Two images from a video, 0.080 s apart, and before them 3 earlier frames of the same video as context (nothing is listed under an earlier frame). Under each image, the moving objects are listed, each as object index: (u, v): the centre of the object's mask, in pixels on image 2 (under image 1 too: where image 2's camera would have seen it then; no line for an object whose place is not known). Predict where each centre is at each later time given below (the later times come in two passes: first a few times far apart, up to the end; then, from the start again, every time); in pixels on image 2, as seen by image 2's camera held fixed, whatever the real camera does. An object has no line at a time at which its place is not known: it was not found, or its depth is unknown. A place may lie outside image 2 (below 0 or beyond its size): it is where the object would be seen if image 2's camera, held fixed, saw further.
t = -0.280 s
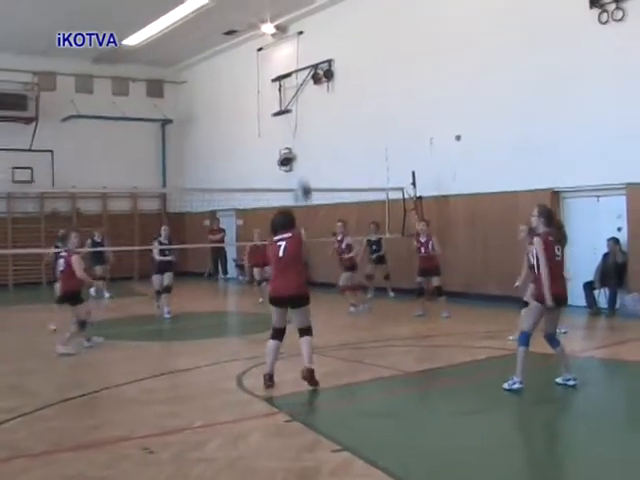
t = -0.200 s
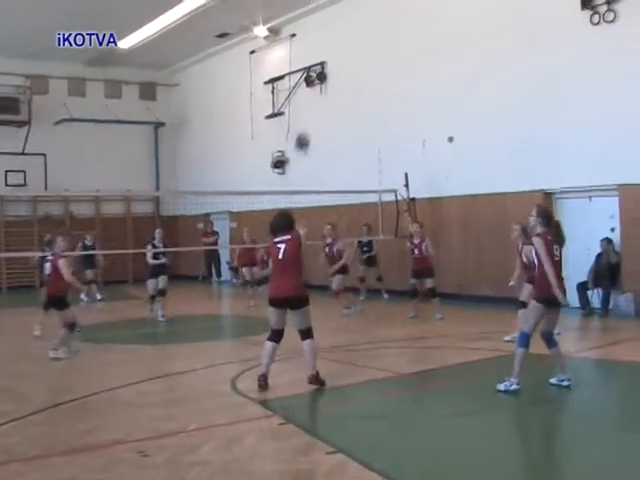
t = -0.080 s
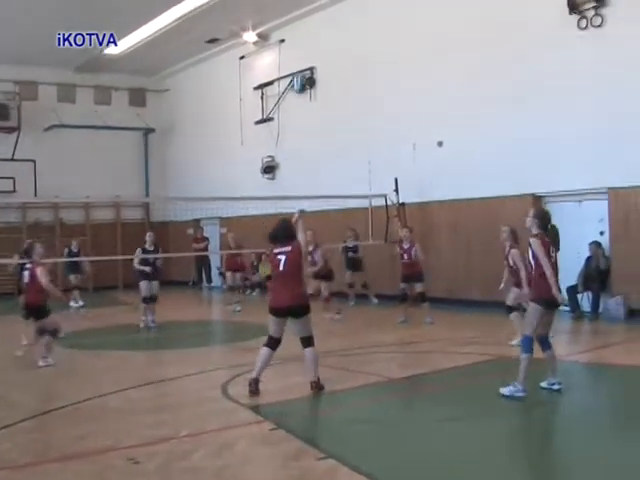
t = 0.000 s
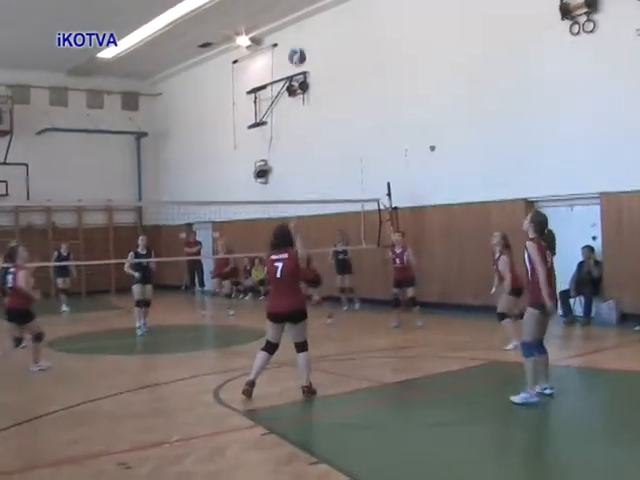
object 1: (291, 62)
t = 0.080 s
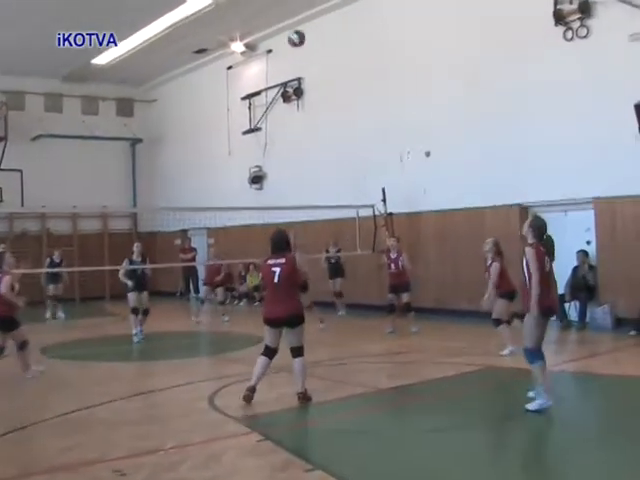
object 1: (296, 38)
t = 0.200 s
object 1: (303, 12)
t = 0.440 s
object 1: (315, -1)
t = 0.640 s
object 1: (325, 19)
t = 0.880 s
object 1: (338, 77)
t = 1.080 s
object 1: (349, 149)
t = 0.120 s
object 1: (298, 28)
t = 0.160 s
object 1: (301, 20)
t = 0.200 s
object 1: (303, 12)
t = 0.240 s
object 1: (305, 7)
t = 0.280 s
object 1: (306, 3)
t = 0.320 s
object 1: (308, 0)
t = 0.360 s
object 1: (311, -1)
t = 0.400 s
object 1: (313, -3)
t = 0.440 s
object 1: (315, -1)
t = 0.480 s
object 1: (317, 0)
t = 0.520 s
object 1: (319, 4)
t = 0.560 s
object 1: (321, 8)
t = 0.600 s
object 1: (323, 12)
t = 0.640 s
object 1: (325, 19)
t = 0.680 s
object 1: (327, 26)
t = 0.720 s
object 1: (329, 34)
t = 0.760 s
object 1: (331, 43)
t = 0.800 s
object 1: (333, 53)
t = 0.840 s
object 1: (335, 64)
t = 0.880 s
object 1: (338, 77)
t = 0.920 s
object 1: (340, 89)
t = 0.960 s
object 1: (342, 103)
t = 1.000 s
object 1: (344, 118)
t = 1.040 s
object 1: (346, 133)
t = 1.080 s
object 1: (349, 149)
